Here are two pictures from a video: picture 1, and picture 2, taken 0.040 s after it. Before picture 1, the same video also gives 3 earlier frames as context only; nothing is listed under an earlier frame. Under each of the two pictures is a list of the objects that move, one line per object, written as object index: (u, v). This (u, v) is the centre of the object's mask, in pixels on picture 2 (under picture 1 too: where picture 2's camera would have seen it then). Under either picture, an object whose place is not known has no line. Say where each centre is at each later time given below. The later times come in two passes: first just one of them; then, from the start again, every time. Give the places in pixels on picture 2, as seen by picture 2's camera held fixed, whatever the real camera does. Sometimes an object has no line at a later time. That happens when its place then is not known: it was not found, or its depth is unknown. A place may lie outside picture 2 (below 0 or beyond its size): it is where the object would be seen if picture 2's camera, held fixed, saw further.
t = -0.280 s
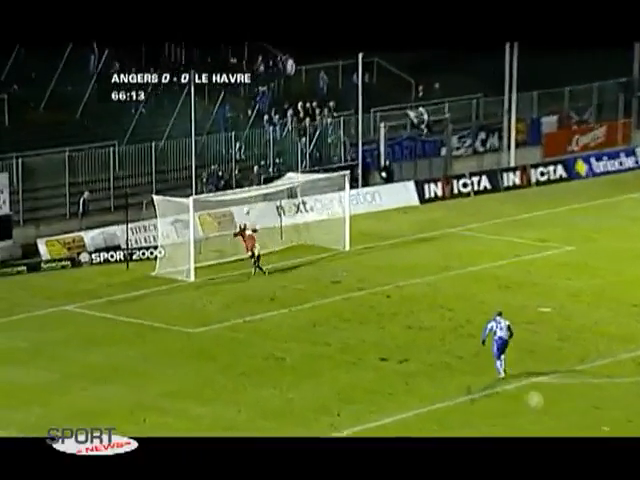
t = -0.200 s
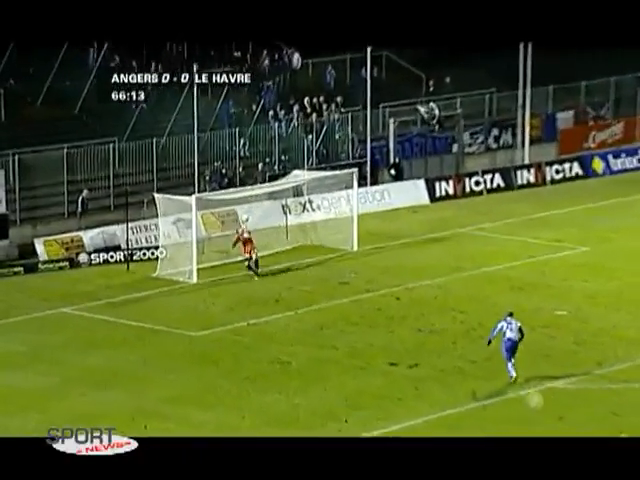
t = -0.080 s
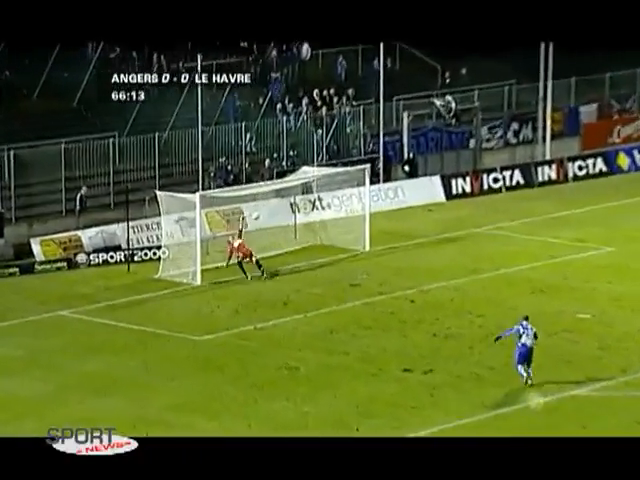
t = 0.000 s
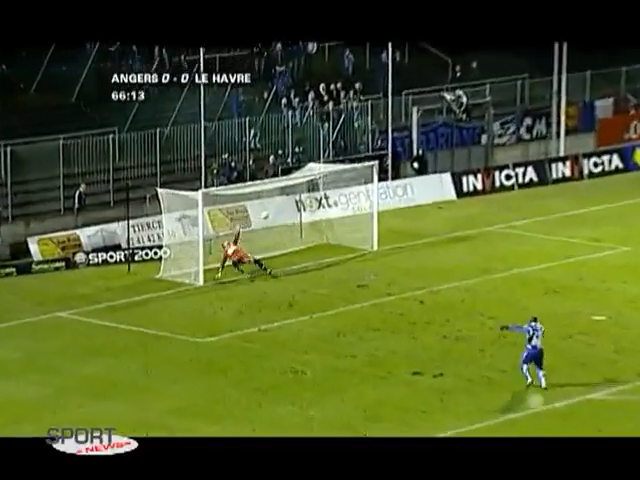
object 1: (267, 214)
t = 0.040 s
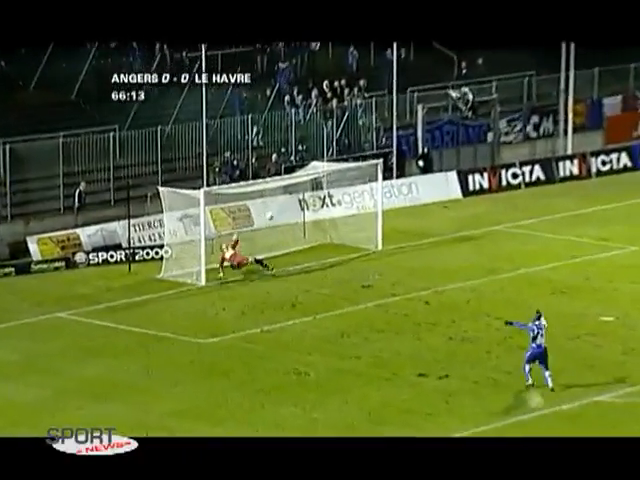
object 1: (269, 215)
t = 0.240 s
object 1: (281, 230)
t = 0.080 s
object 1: (272, 218)
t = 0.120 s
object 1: (274, 220)
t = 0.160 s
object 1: (276, 223)
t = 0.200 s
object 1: (278, 226)
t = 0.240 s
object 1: (281, 230)
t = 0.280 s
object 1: (283, 235)
